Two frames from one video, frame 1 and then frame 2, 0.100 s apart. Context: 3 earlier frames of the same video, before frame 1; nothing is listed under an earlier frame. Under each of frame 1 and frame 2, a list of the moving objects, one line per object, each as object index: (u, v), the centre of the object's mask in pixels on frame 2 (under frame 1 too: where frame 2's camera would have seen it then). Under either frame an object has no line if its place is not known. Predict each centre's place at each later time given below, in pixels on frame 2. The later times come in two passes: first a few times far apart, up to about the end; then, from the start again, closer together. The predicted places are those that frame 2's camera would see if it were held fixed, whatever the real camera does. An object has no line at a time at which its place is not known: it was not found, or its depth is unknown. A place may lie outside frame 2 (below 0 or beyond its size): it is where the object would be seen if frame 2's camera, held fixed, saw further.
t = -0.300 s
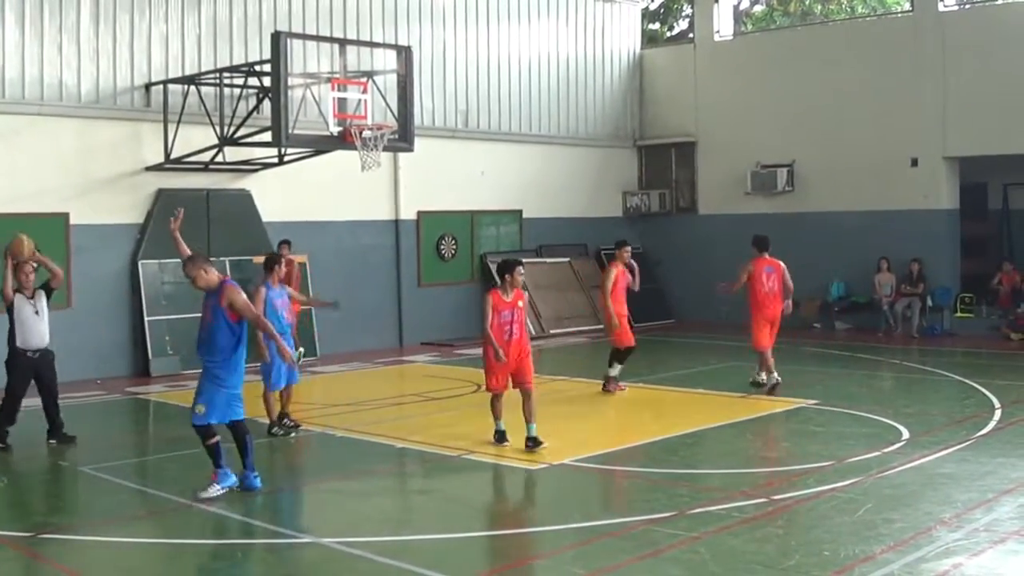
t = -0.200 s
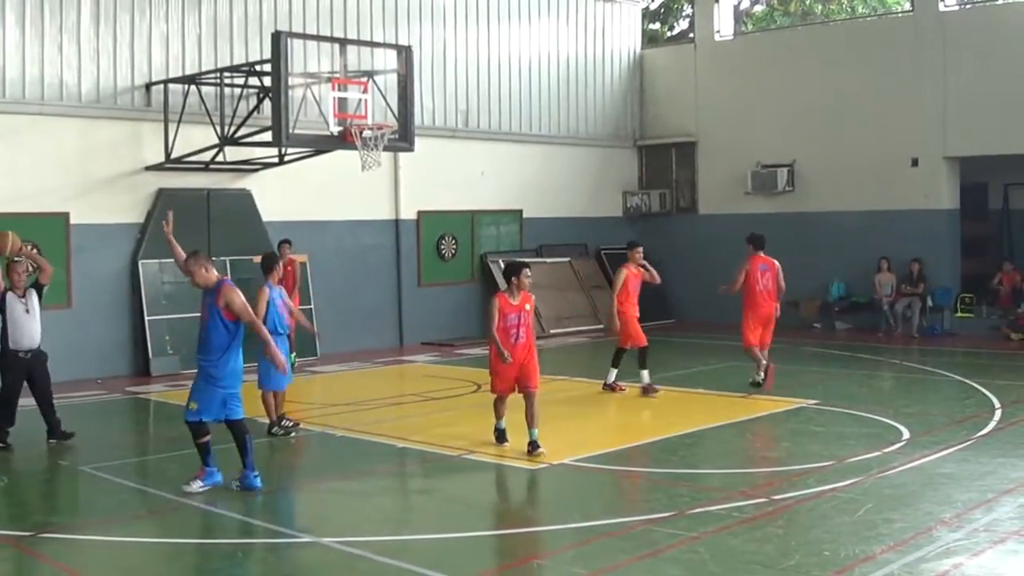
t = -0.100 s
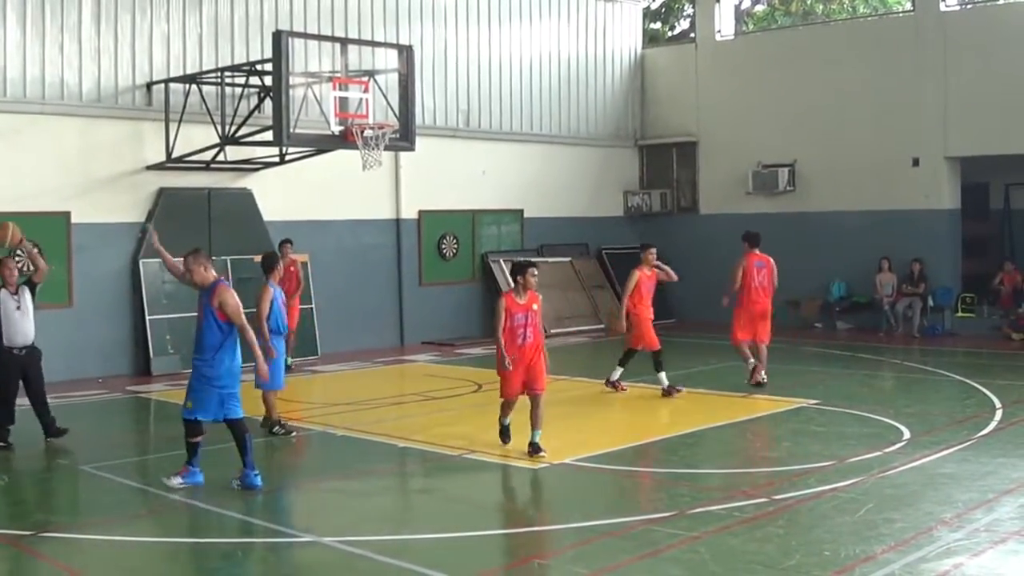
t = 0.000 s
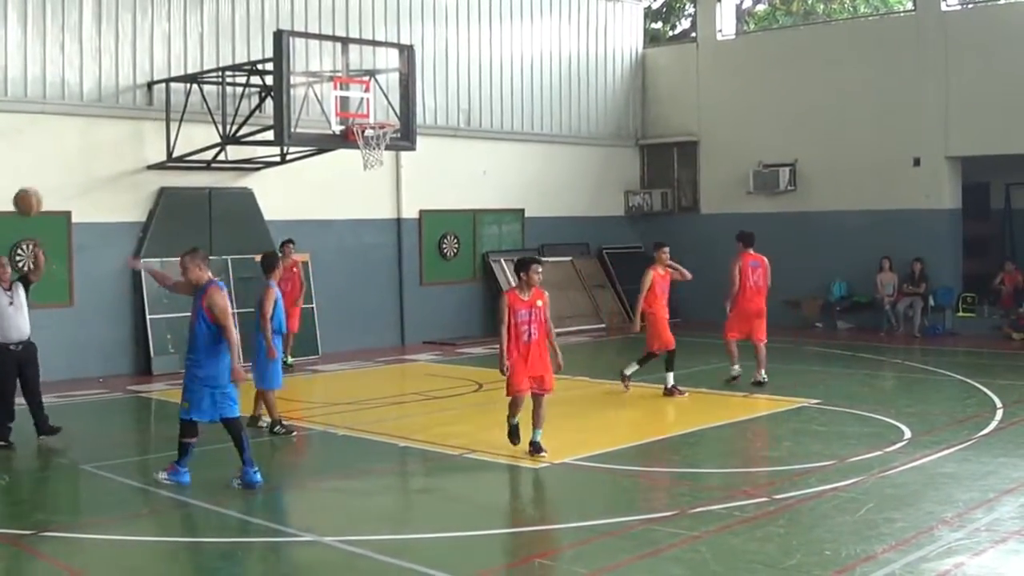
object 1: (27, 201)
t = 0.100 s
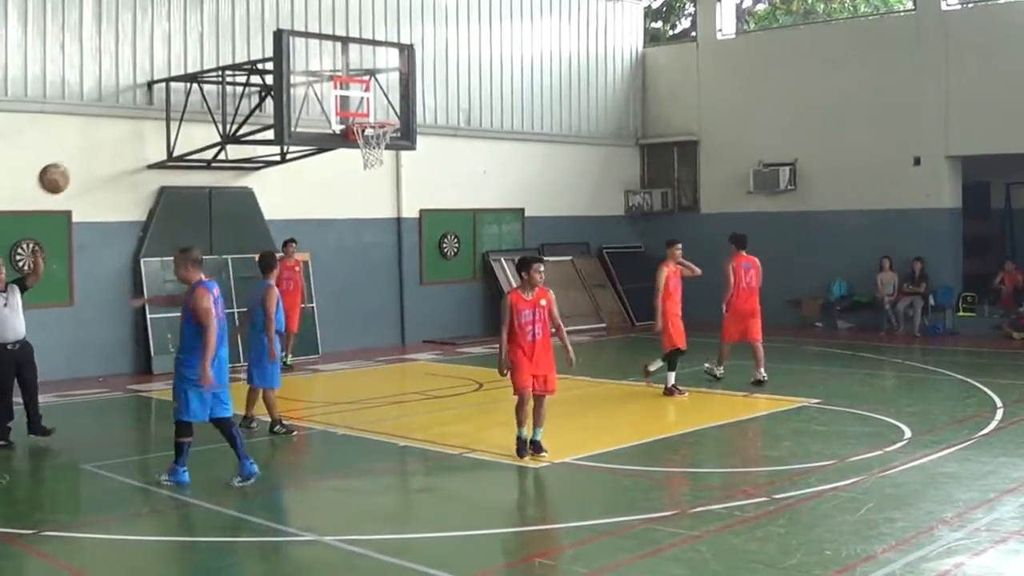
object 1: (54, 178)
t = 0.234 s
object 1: (94, 165)
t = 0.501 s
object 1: (210, 216)
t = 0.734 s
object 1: (348, 405)
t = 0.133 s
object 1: (63, 173)
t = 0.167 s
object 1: (73, 169)
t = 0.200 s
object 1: (83, 166)
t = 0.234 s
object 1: (94, 165)
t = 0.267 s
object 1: (106, 165)
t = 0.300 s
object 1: (118, 167)
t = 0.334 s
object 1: (130, 170)
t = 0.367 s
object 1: (144, 175)
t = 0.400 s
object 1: (159, 182)
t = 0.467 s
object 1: (192, 203)
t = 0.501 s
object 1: (210, 216)
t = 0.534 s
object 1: (227, 233)
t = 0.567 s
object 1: (244, 253)
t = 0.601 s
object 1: (269, 277)
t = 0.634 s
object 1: (285, 302)
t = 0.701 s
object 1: (325, 367)
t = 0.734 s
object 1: (348, 405)
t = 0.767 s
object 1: (376, 450)
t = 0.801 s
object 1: (402, 496)
